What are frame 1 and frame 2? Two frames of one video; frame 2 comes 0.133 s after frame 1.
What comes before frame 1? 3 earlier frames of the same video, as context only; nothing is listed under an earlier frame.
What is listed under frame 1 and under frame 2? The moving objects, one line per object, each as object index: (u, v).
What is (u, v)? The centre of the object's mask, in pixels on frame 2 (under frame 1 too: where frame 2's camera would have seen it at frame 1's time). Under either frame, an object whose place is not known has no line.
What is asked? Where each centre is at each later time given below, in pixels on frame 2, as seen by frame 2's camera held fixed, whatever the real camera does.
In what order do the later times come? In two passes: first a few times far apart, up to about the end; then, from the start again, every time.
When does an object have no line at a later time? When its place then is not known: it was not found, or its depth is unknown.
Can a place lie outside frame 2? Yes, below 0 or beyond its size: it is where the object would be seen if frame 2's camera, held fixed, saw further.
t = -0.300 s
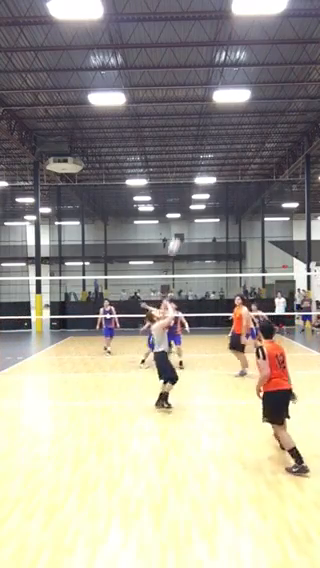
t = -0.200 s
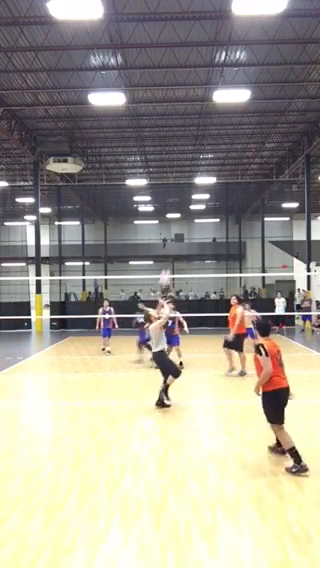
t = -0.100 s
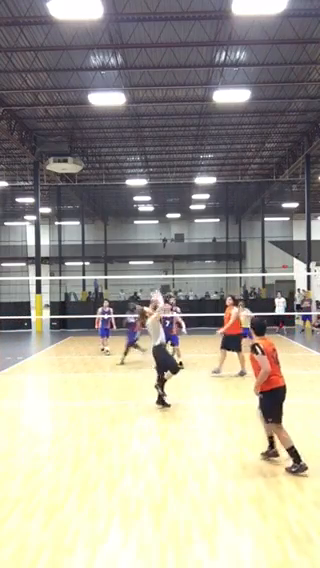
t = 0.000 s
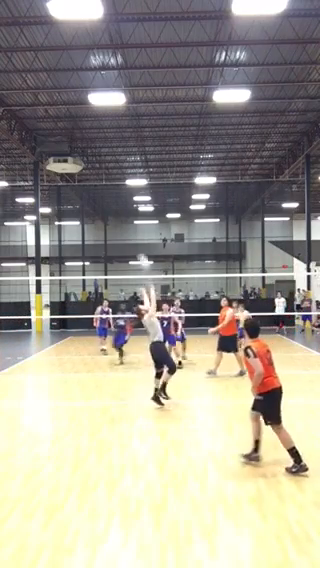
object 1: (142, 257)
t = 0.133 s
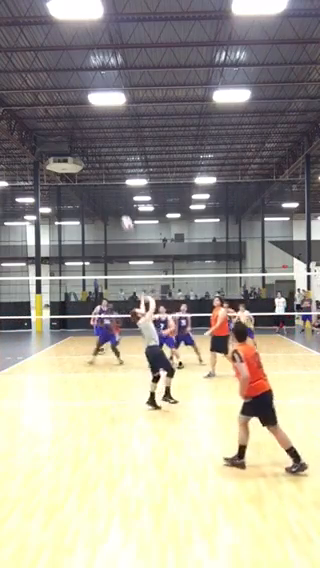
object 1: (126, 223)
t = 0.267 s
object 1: (111, 196)
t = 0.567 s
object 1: (81, 170)
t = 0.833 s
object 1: (56, 184)
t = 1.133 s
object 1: (36, 234)
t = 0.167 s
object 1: (122, 215)
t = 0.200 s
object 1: (119, 208)
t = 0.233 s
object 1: (115, 201)
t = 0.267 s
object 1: (111, 196)
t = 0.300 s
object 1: (107, 191)
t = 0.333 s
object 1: (104, 186)
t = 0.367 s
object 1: (100, 182)
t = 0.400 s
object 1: (97, 178)
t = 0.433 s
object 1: (93, 175)
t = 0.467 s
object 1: (89, 173)
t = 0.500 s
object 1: (87, 172)
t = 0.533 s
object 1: (84, 171)
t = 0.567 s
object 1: (81, 170)
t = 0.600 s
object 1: (77, 170)
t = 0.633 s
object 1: (74, 171)
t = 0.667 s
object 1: (71, 172)
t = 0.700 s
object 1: (68, 173)
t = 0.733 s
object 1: (65, 175)
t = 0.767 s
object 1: (62, 177)
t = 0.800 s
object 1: (59, 180)
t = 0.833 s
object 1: (56, 184)
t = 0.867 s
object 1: (54, 188)
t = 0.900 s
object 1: (52, 192)
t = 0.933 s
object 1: (49, 197)
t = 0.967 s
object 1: (46, 202)
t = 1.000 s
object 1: (44, 208)
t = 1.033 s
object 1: (41, 214)
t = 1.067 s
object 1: (39, 219)
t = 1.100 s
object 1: (37, 227)
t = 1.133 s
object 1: (36, 234)
